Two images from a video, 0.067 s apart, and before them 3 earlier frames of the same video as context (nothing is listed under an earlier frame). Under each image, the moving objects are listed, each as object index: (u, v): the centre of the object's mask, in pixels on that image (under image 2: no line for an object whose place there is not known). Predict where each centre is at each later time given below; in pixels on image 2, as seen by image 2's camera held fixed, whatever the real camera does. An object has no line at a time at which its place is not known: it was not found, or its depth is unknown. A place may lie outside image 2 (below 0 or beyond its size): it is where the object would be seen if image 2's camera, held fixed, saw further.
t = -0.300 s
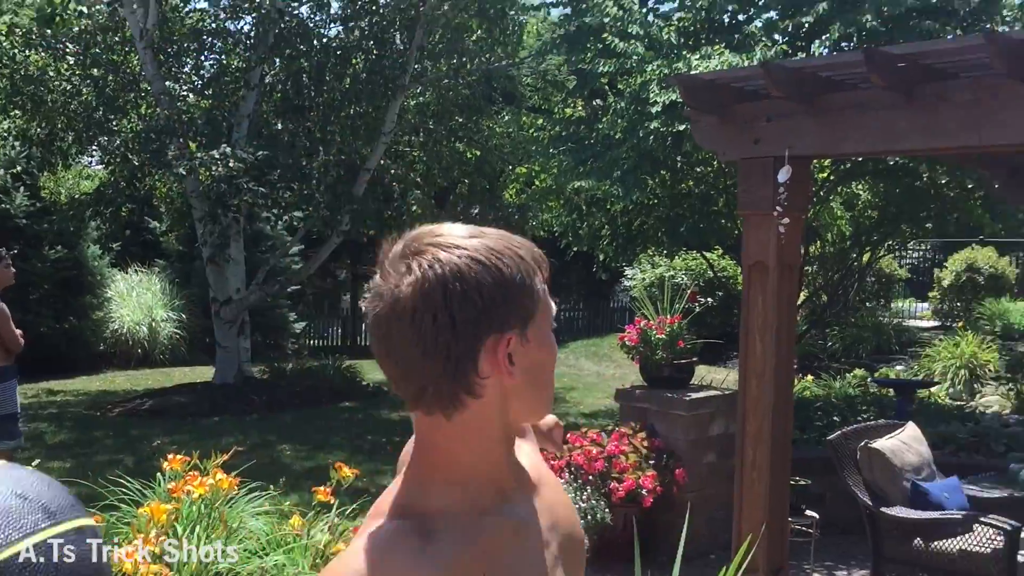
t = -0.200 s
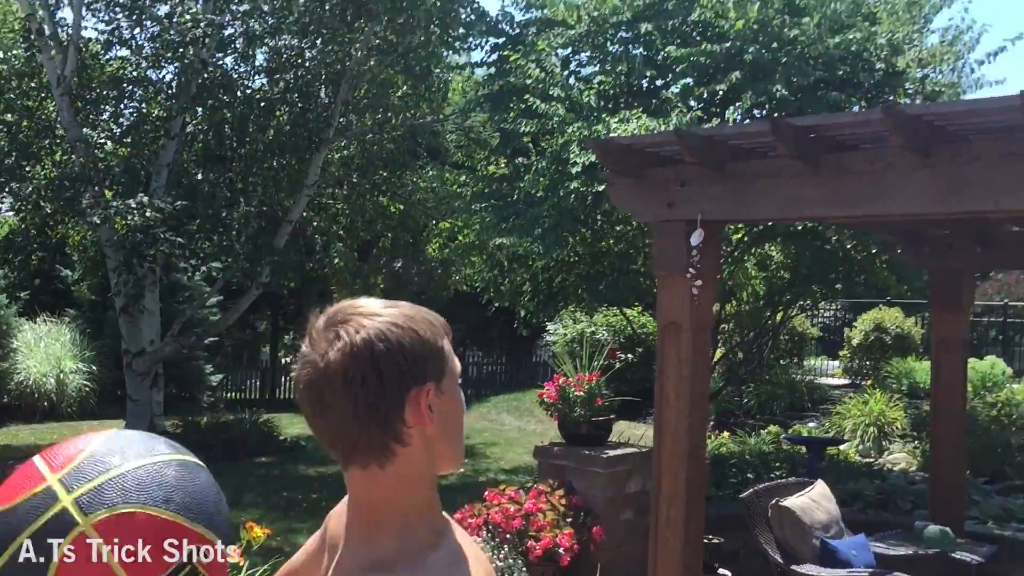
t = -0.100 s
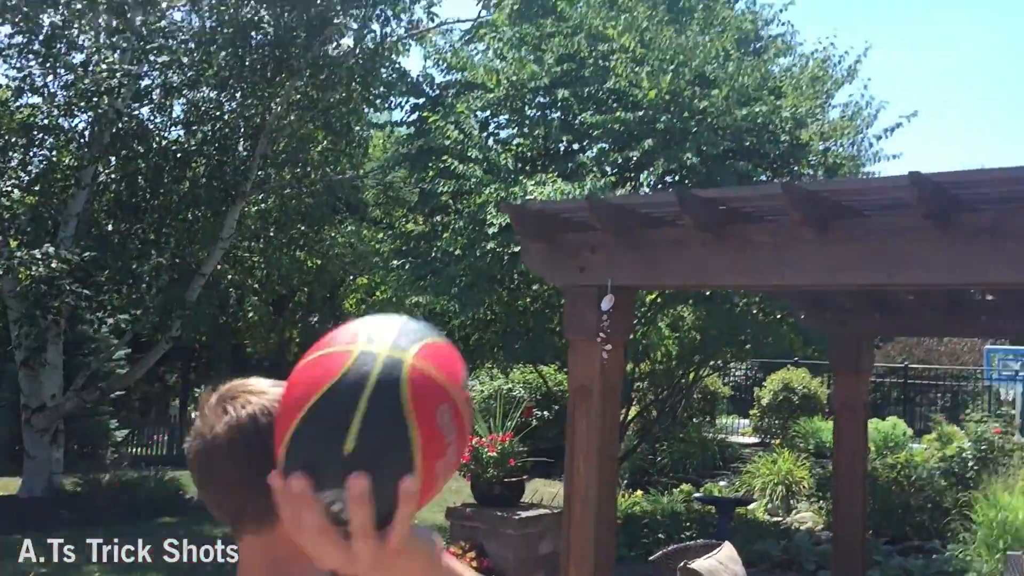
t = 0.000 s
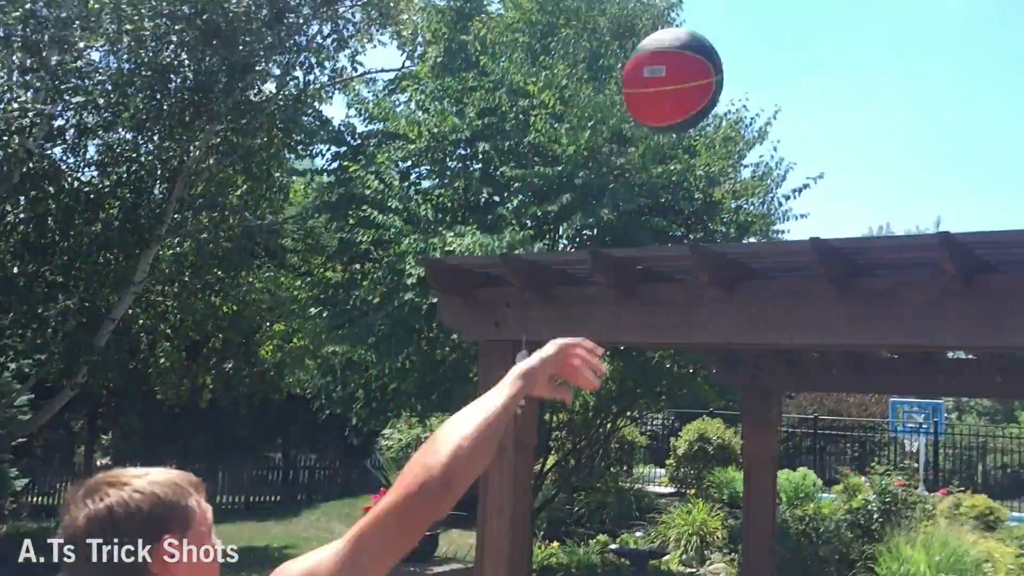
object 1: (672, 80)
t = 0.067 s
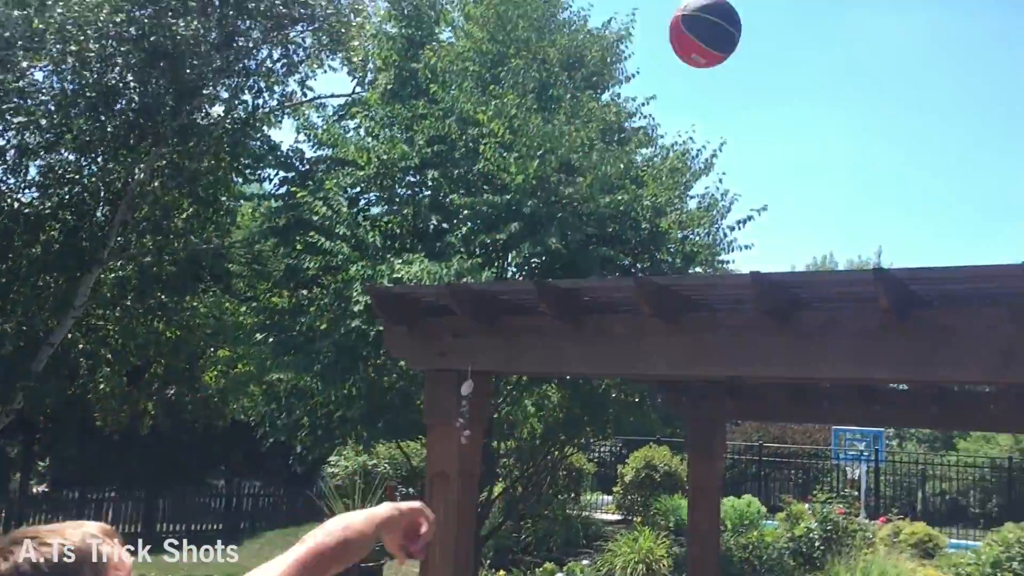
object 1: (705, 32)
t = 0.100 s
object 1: (733, 10)
